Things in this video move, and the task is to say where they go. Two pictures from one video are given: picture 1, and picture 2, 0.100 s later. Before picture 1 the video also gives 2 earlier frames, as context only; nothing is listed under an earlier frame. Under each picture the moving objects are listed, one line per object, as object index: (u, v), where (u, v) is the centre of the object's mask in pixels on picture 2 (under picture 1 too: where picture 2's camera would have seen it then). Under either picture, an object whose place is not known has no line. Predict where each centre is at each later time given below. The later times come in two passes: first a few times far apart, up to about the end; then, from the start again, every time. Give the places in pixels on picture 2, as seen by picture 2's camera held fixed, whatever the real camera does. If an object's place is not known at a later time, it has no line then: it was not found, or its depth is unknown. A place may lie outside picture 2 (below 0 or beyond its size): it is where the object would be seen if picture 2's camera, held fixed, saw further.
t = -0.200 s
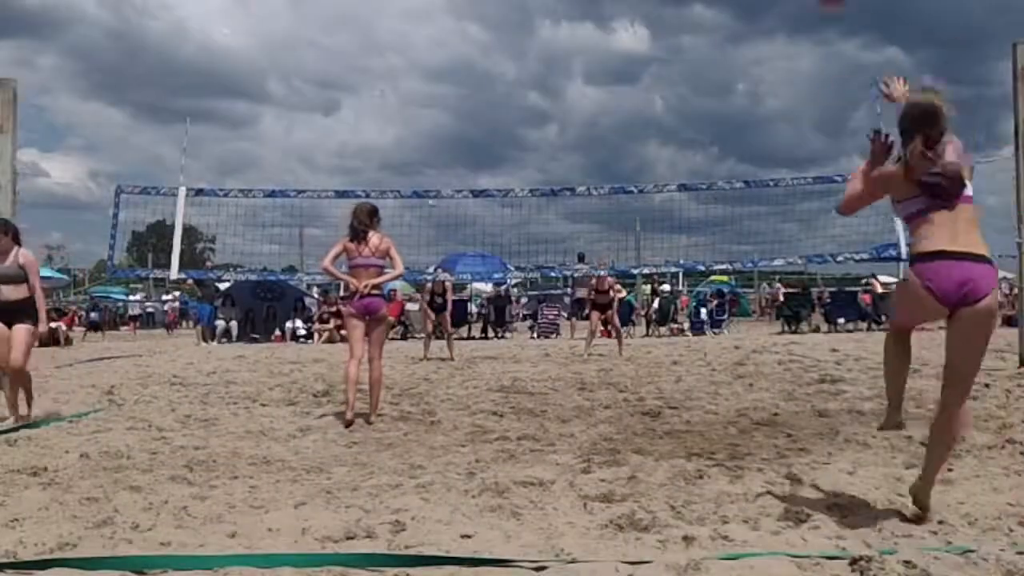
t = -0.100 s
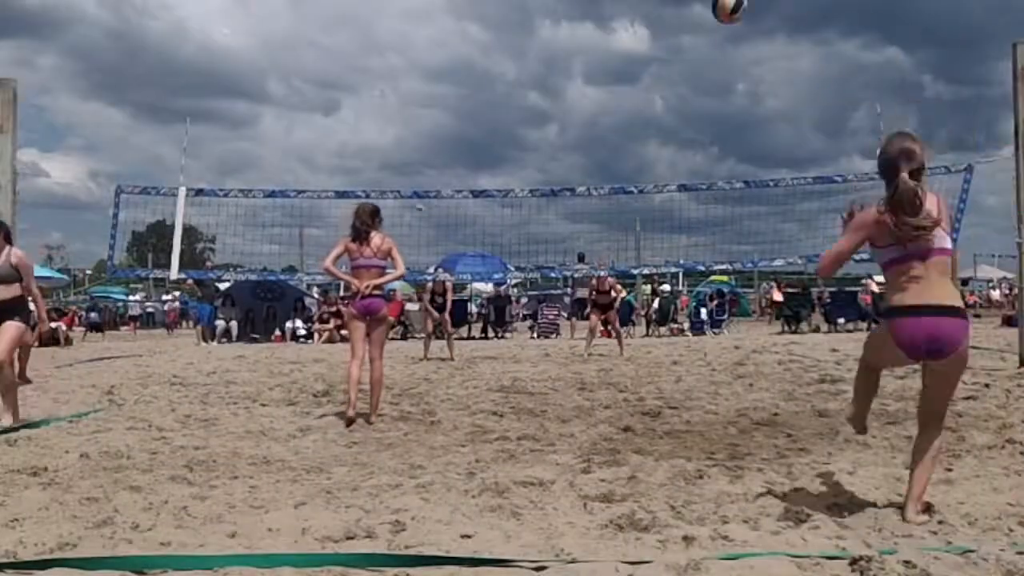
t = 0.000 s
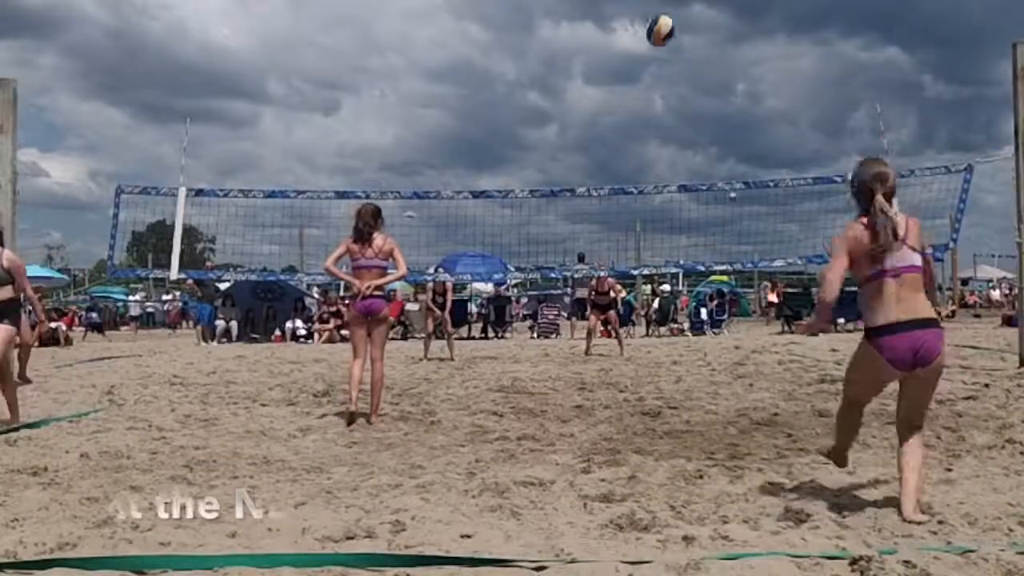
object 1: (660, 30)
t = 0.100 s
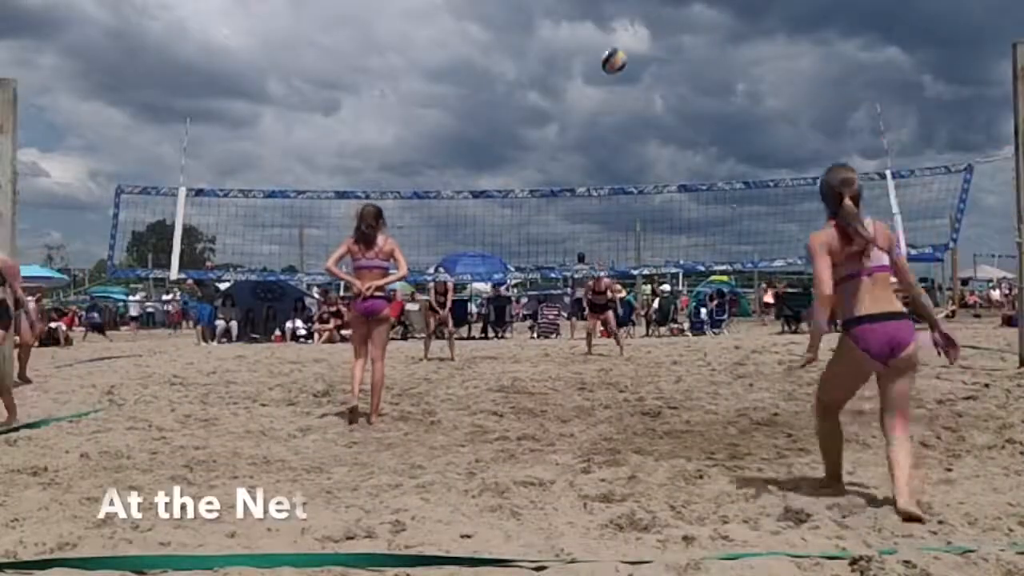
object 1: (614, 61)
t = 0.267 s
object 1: (566, 115)
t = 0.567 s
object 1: (518, 219)
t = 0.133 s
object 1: (602, 71)
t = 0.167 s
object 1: (591, 82)
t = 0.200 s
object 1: (582, 92)
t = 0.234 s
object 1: (573, 104)
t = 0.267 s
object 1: (566, 115)
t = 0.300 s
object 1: (559, 126)
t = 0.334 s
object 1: (553, 137)
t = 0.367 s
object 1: (547, 148)
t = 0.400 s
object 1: (541, 159)
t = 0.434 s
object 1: (535, 171)
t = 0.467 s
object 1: (530, 181)
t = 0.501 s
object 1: (524, 199)
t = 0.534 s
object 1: (522, 207)
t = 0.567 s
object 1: (518, 219)
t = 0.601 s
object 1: (514, 231)
